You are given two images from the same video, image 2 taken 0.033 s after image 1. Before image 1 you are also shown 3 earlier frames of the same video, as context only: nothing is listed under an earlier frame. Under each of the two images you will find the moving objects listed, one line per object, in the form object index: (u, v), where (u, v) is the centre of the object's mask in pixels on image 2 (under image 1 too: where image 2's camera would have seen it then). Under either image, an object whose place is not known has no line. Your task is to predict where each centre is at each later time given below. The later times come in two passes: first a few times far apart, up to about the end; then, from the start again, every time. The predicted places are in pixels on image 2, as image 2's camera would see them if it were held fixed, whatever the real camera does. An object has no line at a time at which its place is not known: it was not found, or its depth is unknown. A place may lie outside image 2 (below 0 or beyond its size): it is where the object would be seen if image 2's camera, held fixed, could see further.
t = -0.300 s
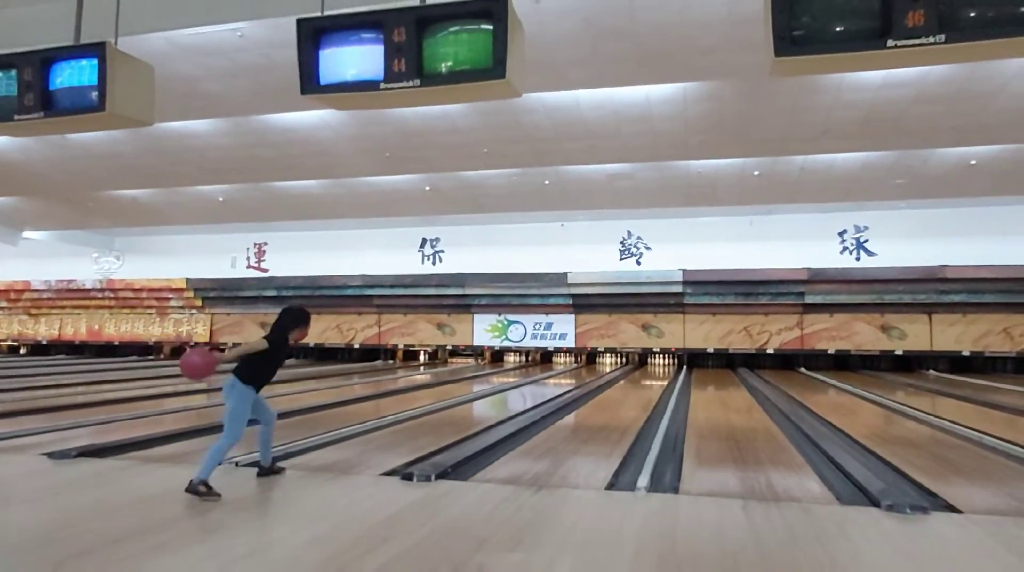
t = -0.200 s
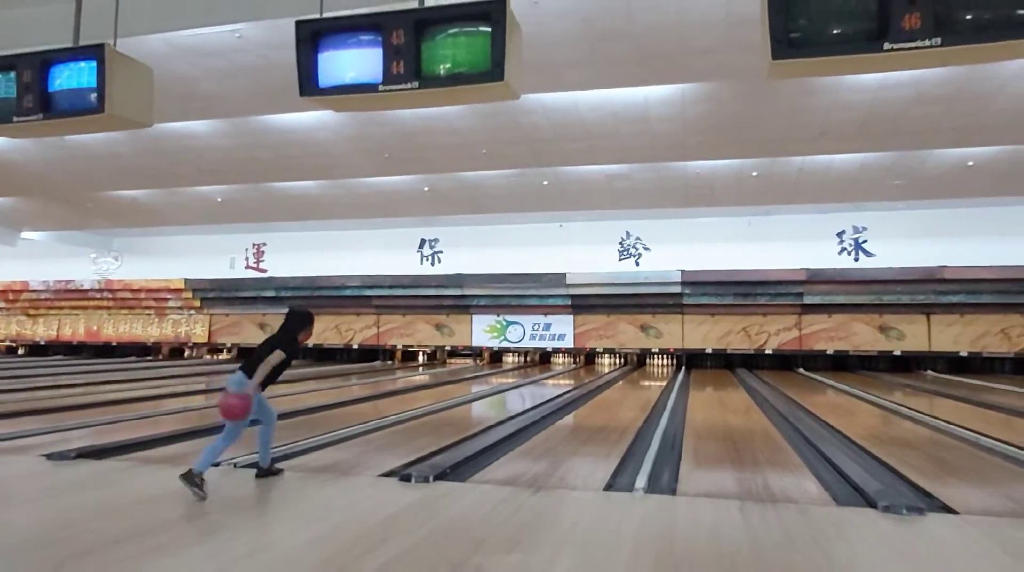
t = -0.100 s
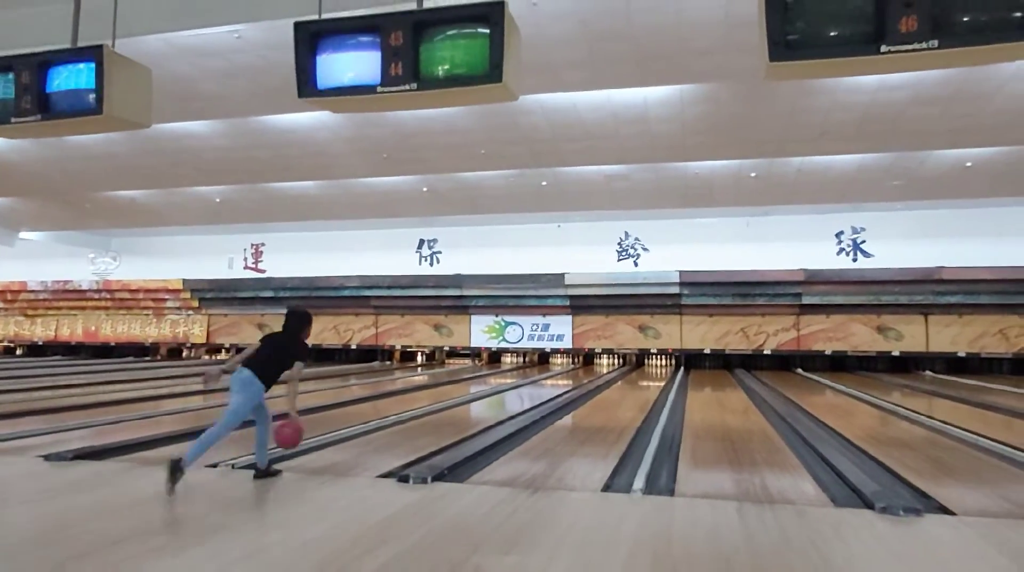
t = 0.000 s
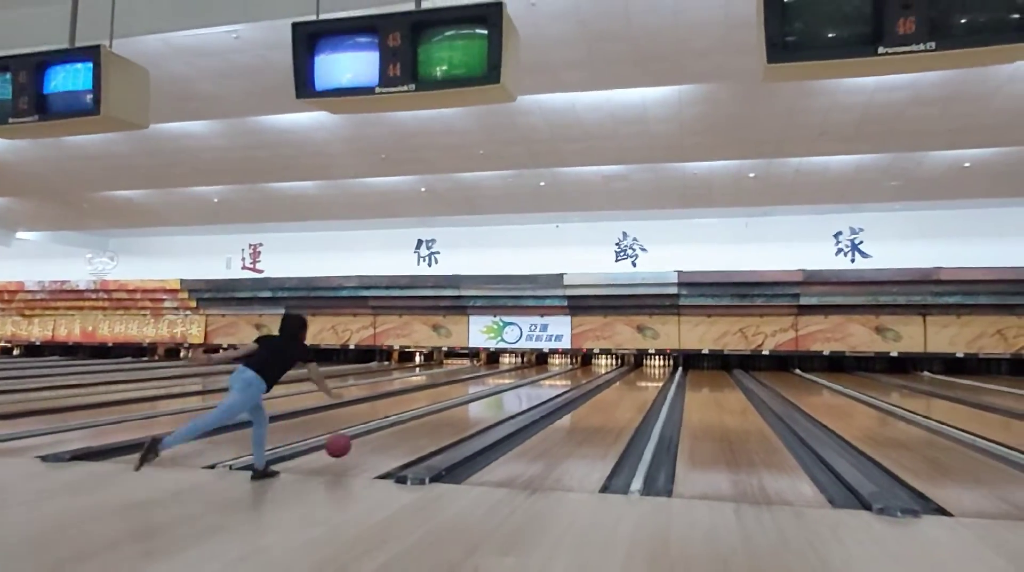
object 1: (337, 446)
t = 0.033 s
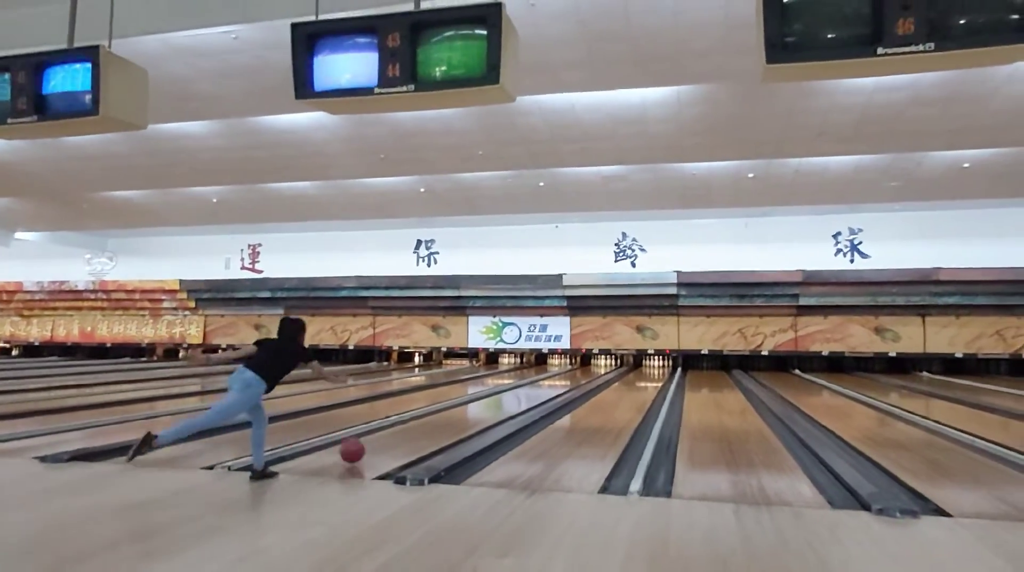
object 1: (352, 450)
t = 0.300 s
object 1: (443, 430)
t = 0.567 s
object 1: (501, 414)
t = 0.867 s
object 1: (534, 403)
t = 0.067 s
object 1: (366, 447)
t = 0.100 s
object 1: (379, 442)
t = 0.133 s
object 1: (392, 438)
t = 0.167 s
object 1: (403, 436)
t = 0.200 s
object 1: (414, 435)
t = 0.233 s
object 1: (424, 434)
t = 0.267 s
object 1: (434, 433)
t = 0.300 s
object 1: (443, 430)
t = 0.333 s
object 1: (452, 427)
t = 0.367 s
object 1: (460, 424)
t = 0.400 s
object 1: (468, 422)
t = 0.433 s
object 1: (475, 420)
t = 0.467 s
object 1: (482, 419)
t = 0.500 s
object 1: (489, 417)
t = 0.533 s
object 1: (495, 415)
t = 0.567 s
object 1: (501, 414)
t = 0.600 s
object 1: (507, 413)
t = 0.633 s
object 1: (512, 413)
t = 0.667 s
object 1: (517, 411)
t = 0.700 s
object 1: (522, 409)
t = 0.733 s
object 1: (525, 407)
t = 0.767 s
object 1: (528, 406)
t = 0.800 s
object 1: (531, 405)
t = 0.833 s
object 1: (533, 404)
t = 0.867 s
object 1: (534, 403)
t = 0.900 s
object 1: (537, 402)
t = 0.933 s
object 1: (540, 401)
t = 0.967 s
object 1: (542, 400)
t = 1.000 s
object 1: (545, 399)
